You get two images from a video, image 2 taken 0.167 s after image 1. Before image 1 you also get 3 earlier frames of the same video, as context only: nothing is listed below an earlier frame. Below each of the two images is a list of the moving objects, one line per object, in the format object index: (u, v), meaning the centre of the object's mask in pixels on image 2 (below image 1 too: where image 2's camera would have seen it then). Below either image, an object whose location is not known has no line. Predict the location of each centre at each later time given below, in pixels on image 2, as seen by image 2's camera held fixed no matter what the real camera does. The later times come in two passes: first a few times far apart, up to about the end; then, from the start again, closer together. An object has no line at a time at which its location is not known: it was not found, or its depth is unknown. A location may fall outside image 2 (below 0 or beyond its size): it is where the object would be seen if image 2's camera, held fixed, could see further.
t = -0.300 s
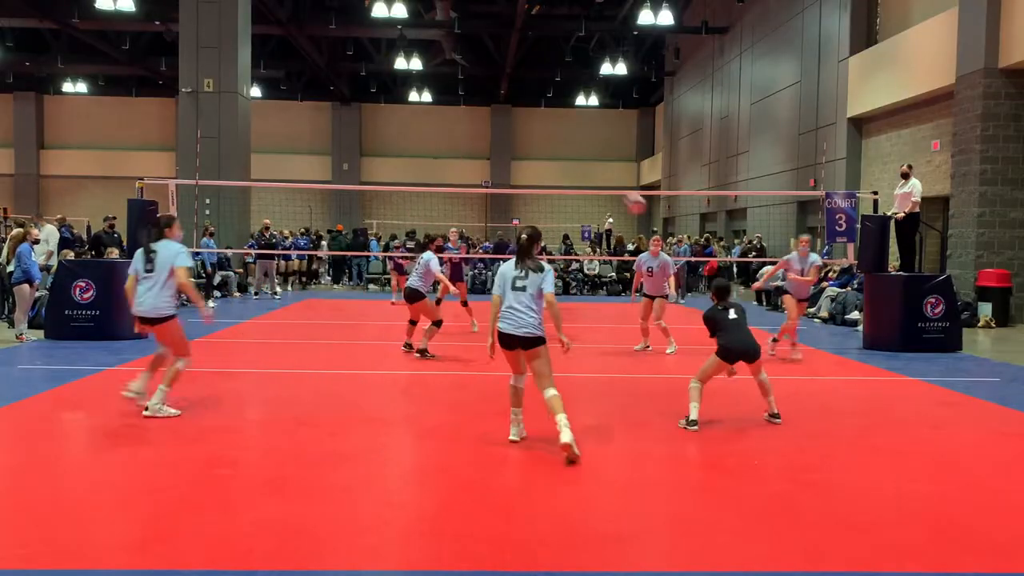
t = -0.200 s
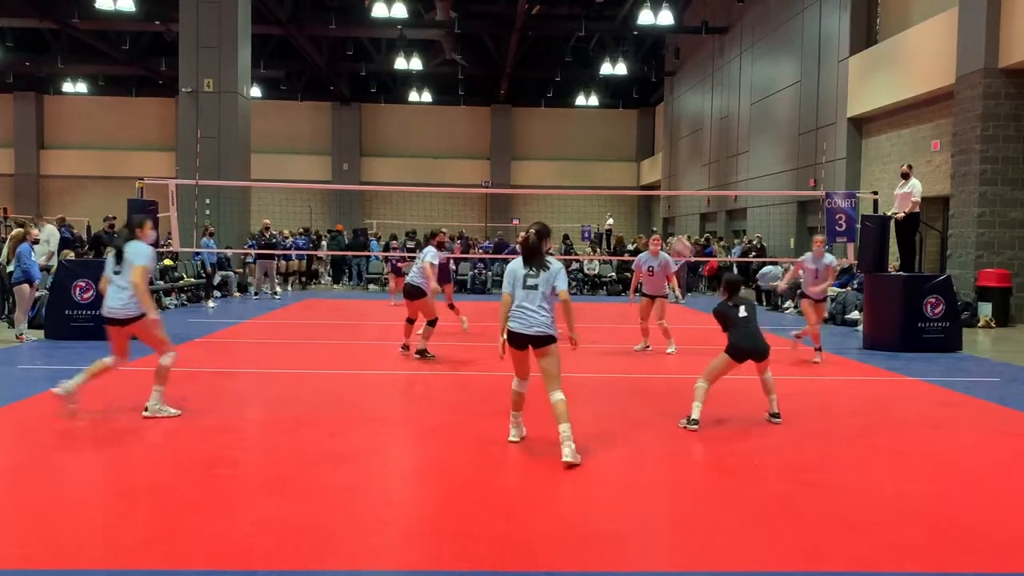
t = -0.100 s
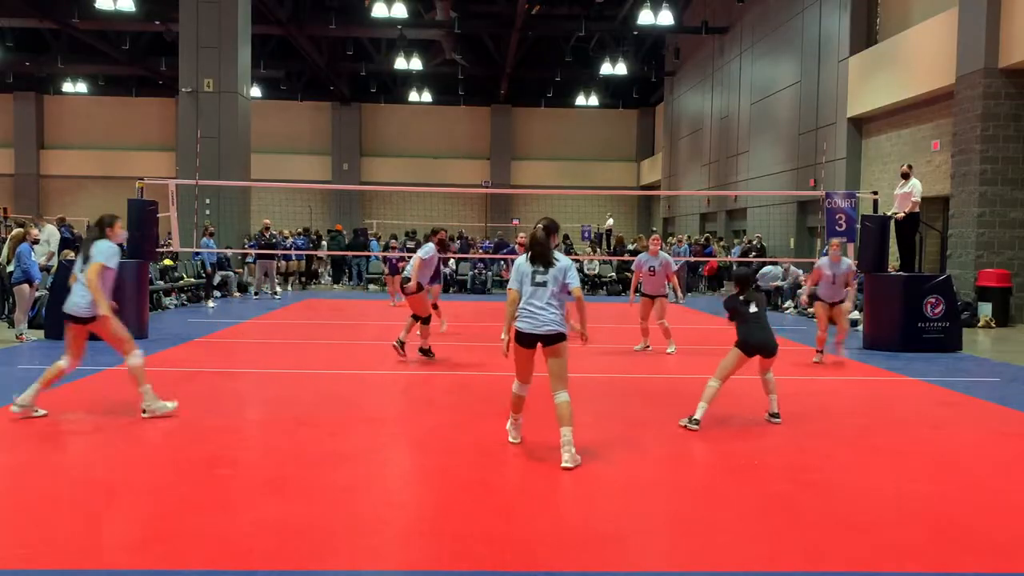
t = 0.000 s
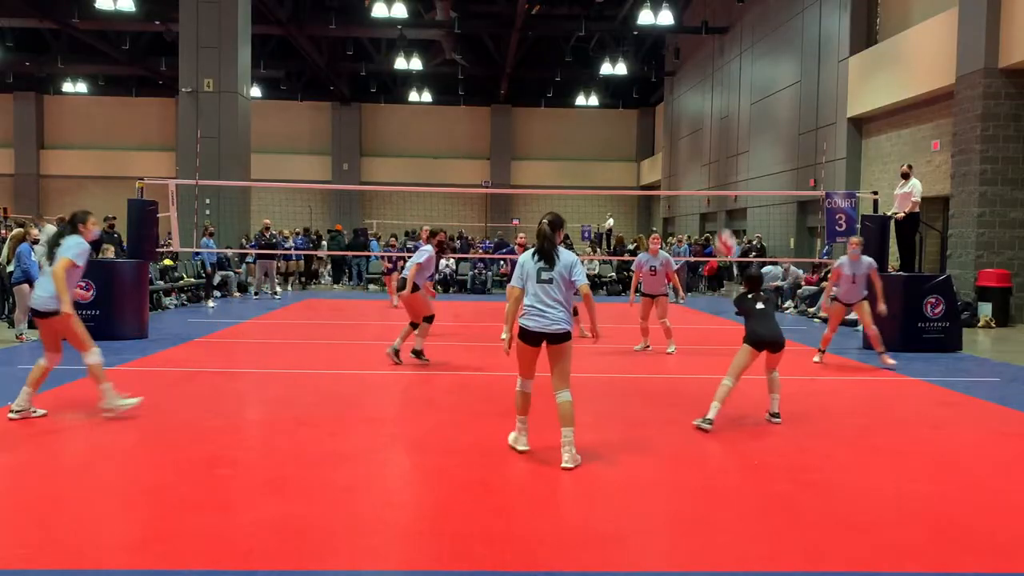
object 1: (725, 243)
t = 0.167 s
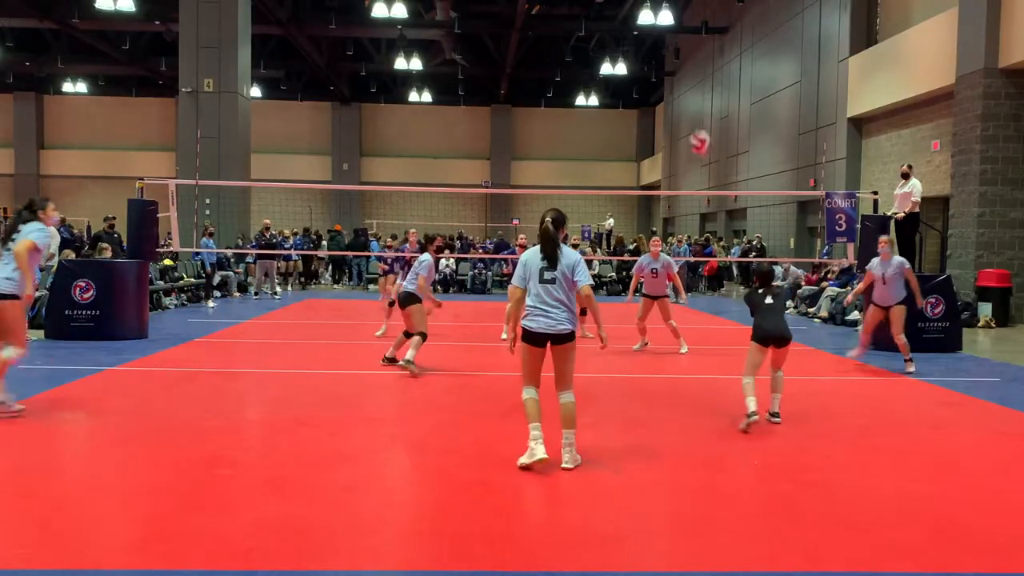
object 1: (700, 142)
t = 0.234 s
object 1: (690, 113)
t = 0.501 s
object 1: (655, 43)
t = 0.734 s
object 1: (627, 37)
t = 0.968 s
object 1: (599, 77)
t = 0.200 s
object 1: (696, 127)
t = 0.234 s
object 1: (690, 113)
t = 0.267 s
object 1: (686, 98)
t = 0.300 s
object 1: (681, 88)
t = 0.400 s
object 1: (668, 61)
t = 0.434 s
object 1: (663, 53)
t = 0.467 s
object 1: (659, 47)
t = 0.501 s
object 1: (655, 43)
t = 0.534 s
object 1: (651, 38)
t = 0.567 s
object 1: (647, 36)
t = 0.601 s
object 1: (642, 34)
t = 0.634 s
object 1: (639, 34)
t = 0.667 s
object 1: (634, 34)
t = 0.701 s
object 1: (630, 35)
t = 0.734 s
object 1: (627, 37)
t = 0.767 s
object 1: (623, 40)
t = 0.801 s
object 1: (619, 44)
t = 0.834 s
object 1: (615, 49)
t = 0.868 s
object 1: (612, 54)
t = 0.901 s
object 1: (607, 60)
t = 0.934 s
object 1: (603, 68)
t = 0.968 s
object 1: (599, 77)
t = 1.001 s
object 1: (596, 84)
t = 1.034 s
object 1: (593, 92)
